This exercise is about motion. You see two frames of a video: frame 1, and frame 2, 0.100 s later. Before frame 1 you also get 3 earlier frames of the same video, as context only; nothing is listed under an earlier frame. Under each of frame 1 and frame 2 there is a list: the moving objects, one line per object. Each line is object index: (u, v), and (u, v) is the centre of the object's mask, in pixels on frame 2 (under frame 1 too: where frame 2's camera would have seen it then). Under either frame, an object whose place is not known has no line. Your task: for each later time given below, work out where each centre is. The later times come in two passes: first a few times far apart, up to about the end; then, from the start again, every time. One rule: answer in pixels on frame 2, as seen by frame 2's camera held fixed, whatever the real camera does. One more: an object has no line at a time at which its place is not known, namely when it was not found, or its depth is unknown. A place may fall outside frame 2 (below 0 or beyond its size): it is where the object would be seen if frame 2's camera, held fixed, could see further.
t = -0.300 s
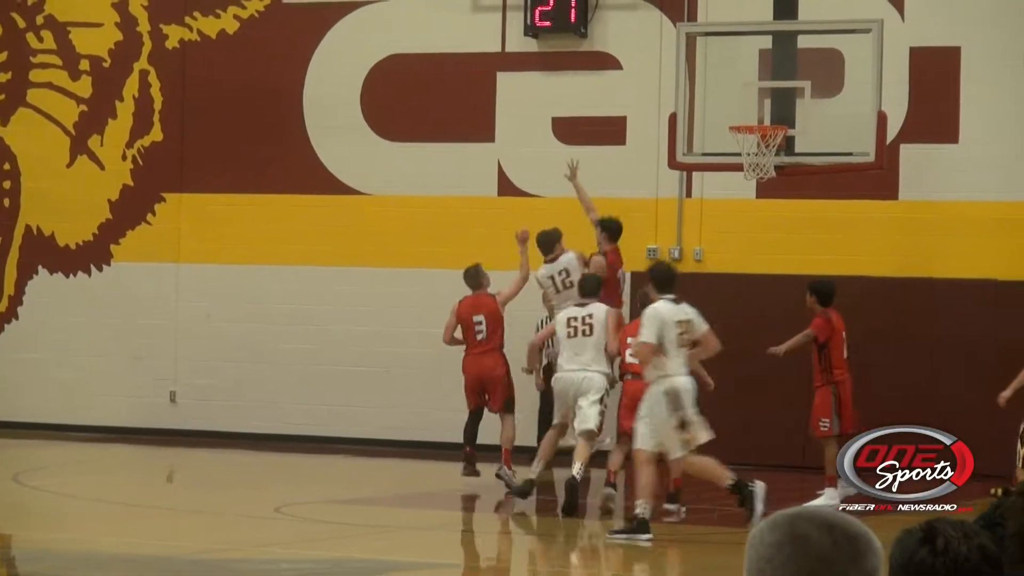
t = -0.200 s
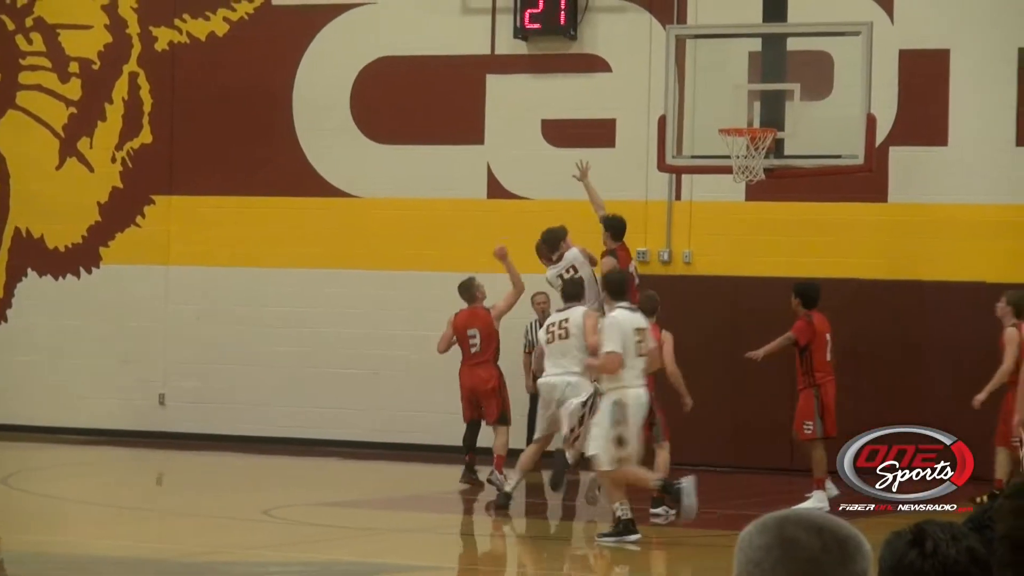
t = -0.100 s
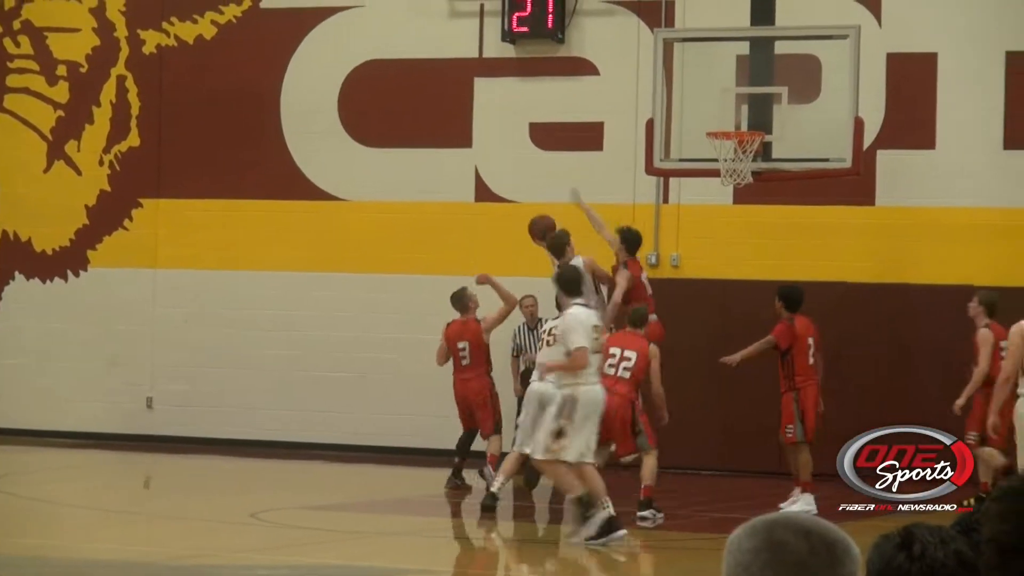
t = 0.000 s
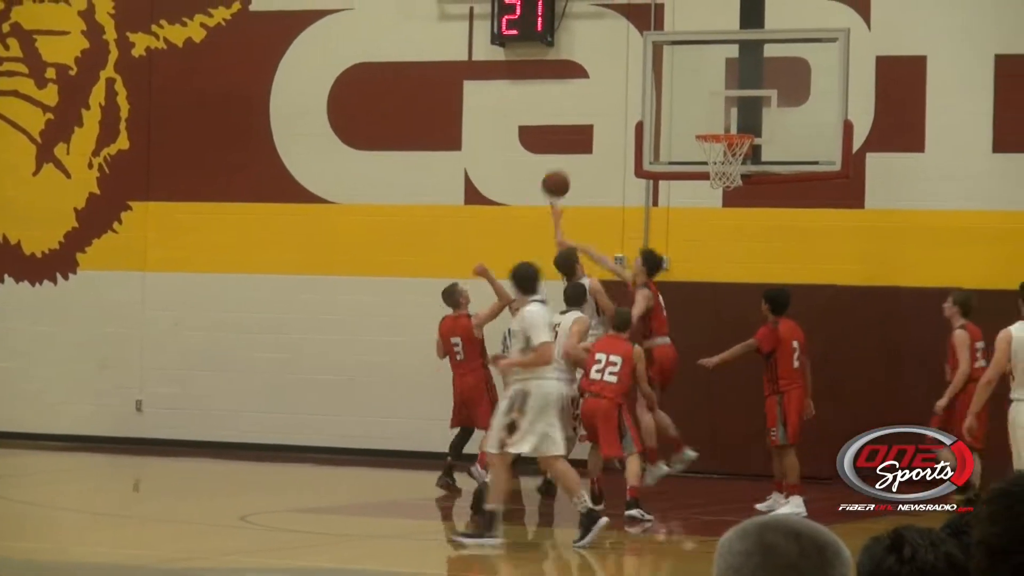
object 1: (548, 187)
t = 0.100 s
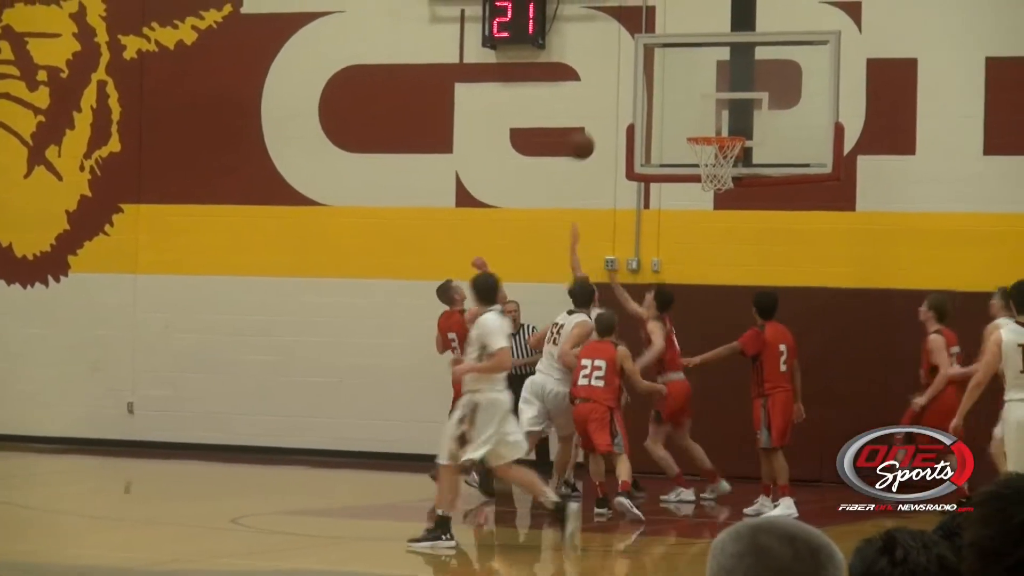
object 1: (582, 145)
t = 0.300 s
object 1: (644, 98)
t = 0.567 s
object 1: (707, 102)
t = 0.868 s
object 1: (713, 161)
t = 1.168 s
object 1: (701, 172)
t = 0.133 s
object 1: (592, 134)
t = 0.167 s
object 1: (602, 125)
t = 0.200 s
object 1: (612, 116)
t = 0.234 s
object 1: (623, 109)
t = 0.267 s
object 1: (633, 103)
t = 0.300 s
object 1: (644, 98)
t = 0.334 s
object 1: (655, 94)
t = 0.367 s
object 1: (666, 92)
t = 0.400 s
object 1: (676, 91)
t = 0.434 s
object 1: (686, 91)
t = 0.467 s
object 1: (696, 93)
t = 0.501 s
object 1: (700, 94)
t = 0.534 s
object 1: (704, 97)
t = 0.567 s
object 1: (707, 102)
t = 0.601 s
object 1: (712, 107)
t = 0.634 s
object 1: (715, 114)
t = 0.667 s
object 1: (719, 122)
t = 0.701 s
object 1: (722, 127)
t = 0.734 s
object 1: (726, 136)
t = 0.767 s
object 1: (729, 152)
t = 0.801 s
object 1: (727, 157)
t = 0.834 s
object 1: (717, 158)
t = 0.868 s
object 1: (713, 161)
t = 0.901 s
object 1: (710, 165)
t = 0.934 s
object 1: (706, 165)
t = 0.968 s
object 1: (702, 168)
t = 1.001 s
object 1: (701, 166)
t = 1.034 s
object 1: (699, 167)
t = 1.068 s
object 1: (699, 168)
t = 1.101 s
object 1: (699, 168)
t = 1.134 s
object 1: (700, 170)
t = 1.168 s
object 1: (701, 172)
